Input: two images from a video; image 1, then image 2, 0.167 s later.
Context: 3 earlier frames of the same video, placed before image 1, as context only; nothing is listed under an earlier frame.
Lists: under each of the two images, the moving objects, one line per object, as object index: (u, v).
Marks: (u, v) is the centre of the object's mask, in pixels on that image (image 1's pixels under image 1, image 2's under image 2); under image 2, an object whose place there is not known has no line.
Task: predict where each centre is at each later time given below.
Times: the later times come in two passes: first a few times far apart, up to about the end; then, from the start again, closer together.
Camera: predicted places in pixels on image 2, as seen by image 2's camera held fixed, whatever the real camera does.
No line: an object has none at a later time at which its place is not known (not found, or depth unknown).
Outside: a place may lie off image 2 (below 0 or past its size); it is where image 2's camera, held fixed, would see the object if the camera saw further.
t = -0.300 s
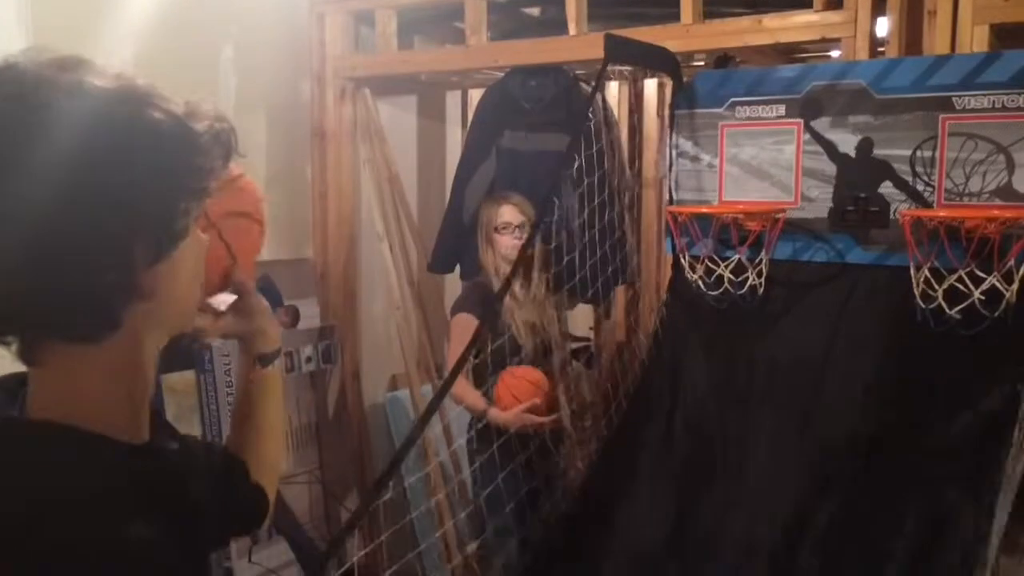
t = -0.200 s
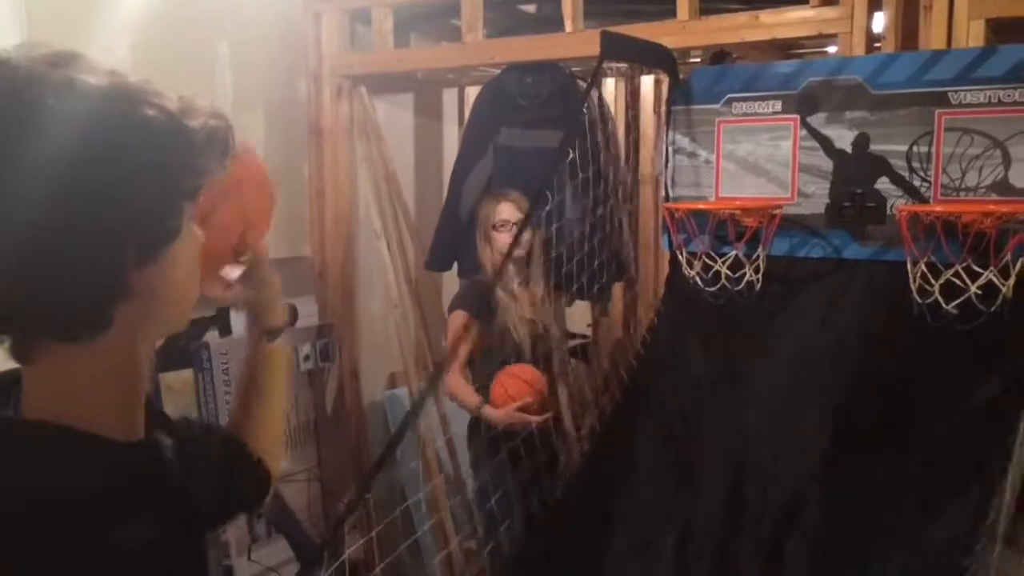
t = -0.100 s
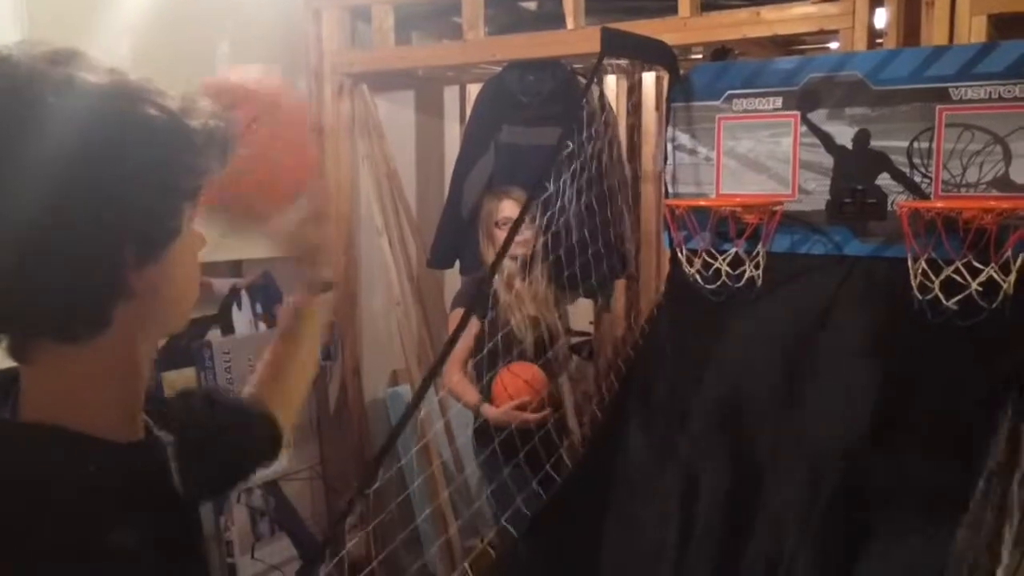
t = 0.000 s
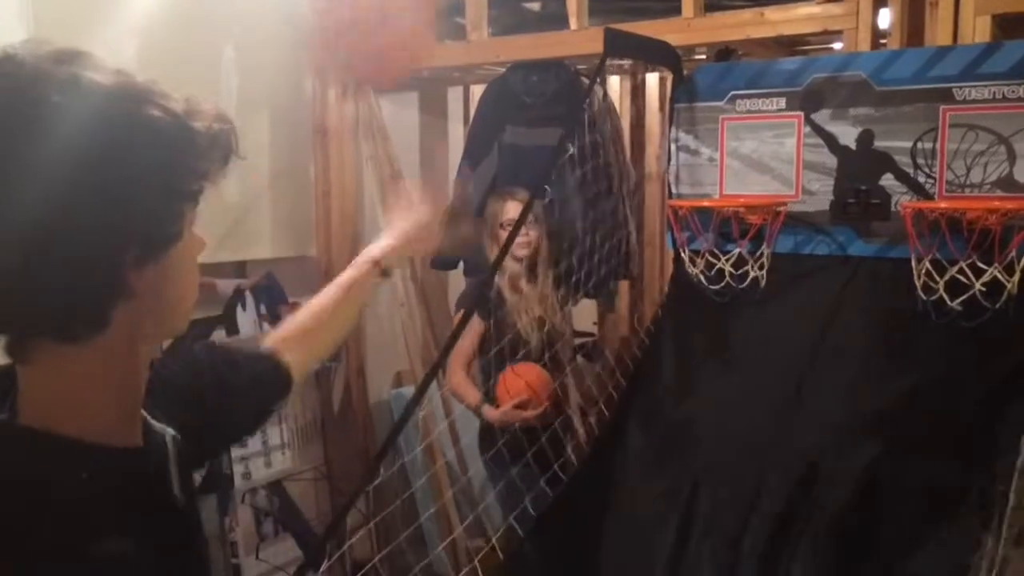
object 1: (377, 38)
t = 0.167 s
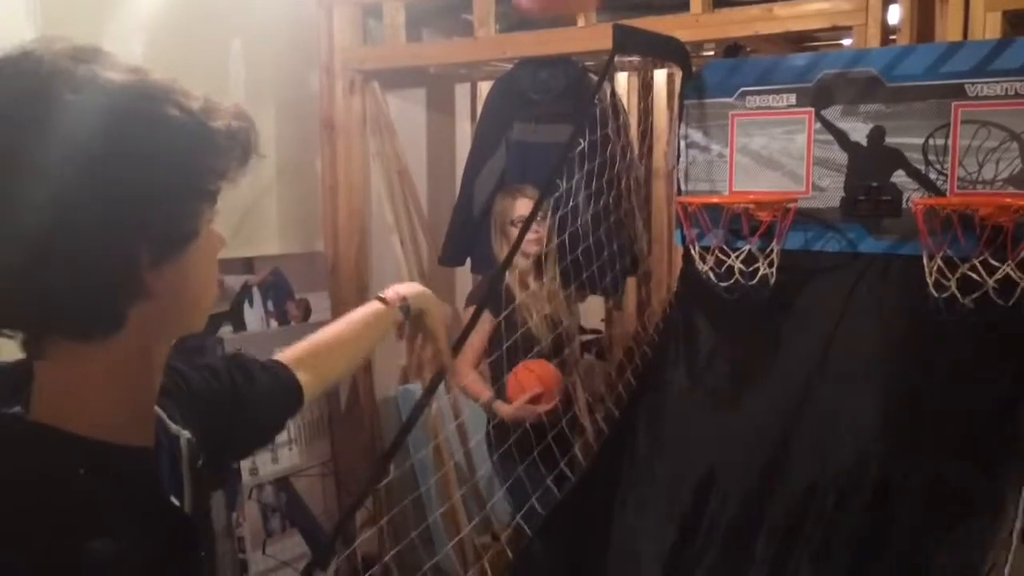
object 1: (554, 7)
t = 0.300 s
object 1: (649, 36)
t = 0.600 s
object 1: (743, 199)
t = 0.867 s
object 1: (733, 261)
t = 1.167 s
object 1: (665, 368)
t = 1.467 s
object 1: (615, 530)
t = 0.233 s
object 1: (607, 18)
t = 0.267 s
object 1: (629, 25)
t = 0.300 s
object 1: (649, 36)
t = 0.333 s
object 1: (668, 59)
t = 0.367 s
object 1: (685, 88)
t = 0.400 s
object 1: (702, 122)
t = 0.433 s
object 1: (717, 162)
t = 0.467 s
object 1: (728, 173)
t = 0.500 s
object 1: (734, 185)
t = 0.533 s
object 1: (742, 196)
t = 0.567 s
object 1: (744, 198)
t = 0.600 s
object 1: (743, 199)
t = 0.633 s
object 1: (743, 205)
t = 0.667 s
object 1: (743, 212)
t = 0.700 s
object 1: (741, 215)
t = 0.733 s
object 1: (742, 220)
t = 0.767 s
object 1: (738, 228)
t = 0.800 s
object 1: (736, 238)
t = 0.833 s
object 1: (734, 248)
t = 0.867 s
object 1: (733, 261)
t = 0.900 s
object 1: (730, 273)
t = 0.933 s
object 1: (726, 286)
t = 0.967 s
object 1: (722, 298)
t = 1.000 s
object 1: (714, 309)
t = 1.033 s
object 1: (705, 318)
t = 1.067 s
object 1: (696, 326)
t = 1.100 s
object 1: (685, 337)
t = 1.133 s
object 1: (676, 351)
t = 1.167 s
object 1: (665, 368)
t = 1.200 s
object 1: (657, 387)
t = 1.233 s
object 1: (647, 406)
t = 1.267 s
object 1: (638, 425)
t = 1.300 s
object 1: (632, 442)
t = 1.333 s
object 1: (626, 457)
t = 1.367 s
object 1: (621, 471)
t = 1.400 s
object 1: (618, 490)
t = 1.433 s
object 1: (616, 510)
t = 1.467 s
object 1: (615, 530)
